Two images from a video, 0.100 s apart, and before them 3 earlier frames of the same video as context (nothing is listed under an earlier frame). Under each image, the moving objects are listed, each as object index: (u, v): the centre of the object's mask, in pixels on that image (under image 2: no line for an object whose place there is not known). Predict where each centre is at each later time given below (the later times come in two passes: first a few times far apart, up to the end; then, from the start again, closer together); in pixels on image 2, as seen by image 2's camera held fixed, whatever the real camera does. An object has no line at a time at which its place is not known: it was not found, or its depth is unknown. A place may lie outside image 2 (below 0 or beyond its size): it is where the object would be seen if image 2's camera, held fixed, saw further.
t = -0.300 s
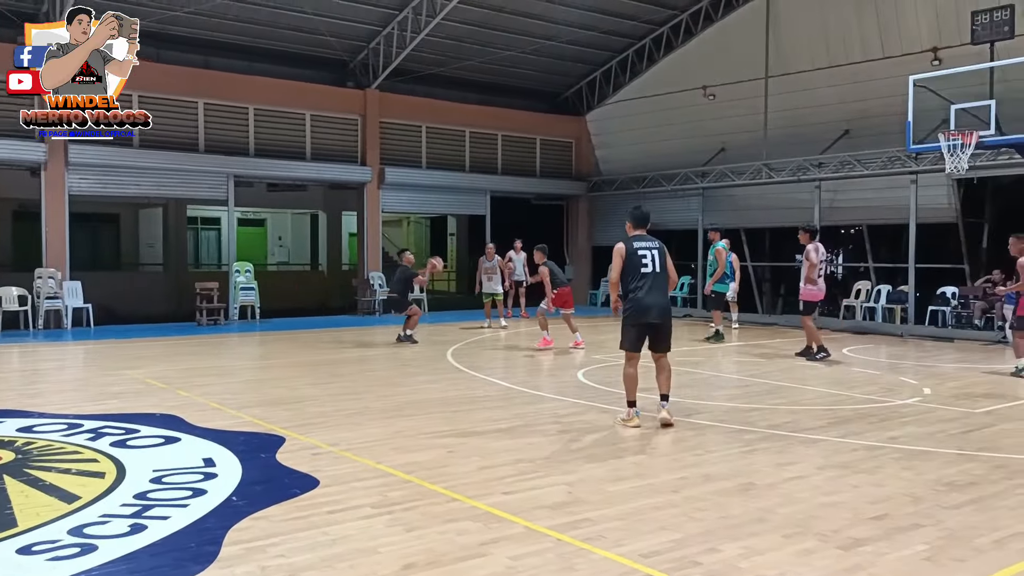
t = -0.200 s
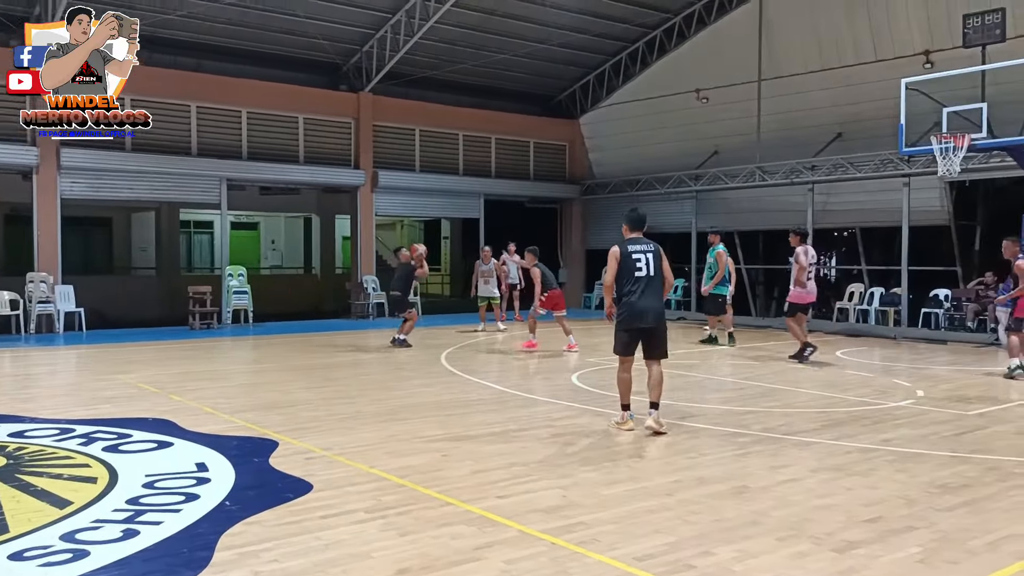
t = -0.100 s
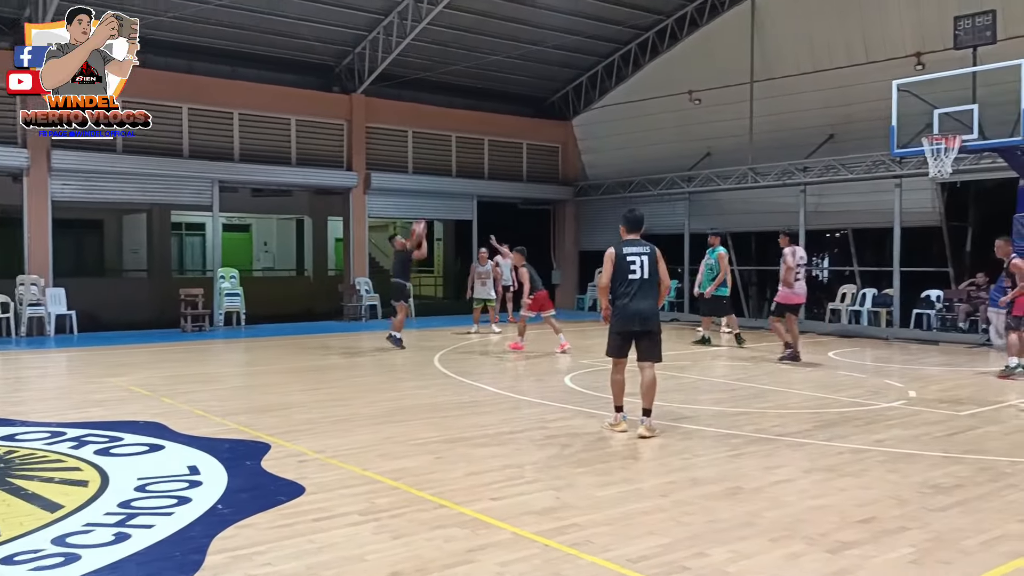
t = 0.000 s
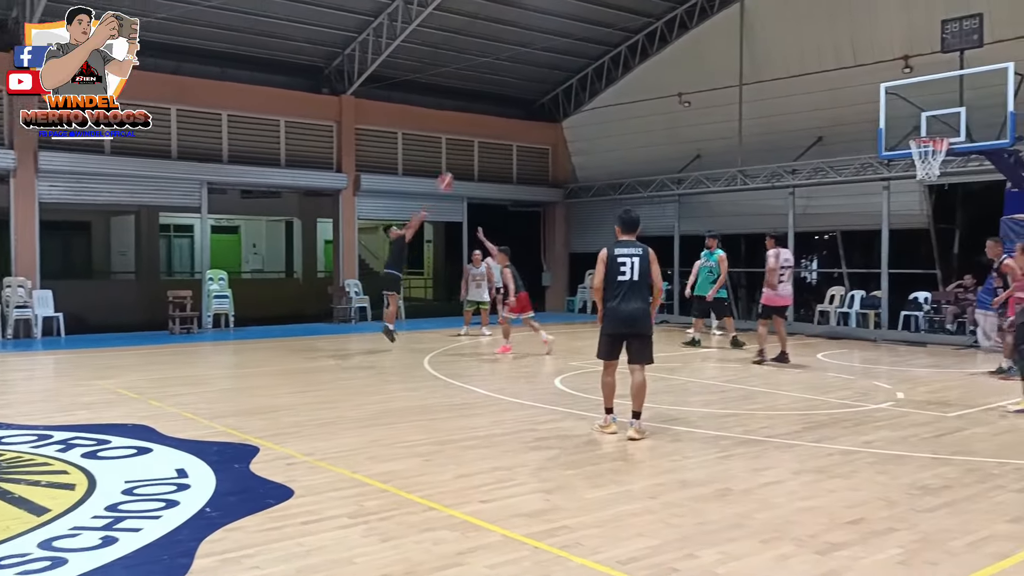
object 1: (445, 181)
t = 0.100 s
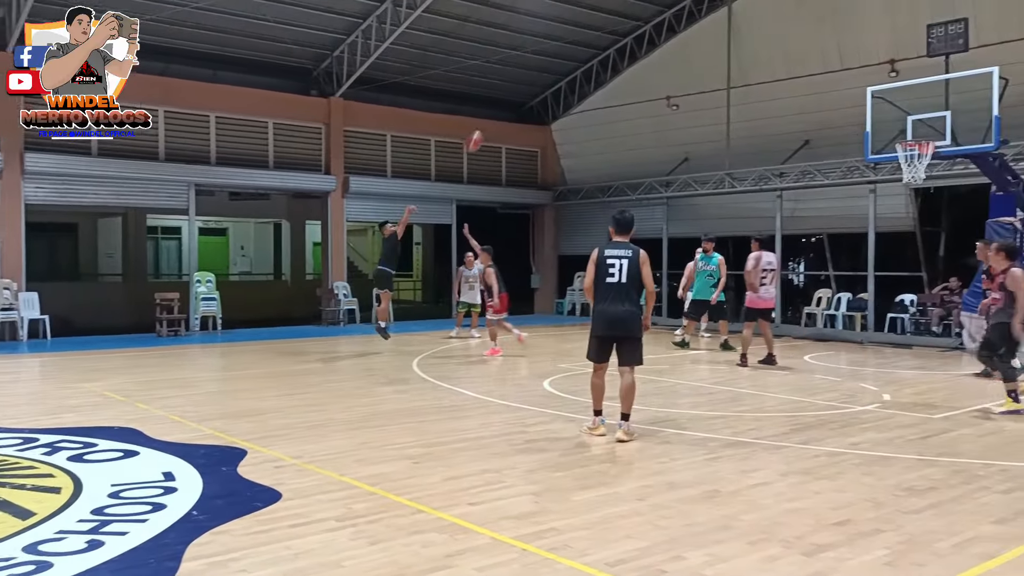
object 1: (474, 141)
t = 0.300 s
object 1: (554, 71)
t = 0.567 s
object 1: (662, 24)
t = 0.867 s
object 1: (782, 28)
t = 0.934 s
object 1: (809, 38)
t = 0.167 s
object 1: (501, 115)
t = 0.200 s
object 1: (514, 103)
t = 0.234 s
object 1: (527, 92)
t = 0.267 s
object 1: (541, 80)
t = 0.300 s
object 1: (554, 71)
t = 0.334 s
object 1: (568, 62)
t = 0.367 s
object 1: (581, 53)
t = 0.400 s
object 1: (595, 47)
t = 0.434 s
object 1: (608, 40)
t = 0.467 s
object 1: (622, 34)
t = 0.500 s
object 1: (636, 31)
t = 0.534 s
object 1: (649, 27)
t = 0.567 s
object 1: (662, 24)
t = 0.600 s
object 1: (675, 21)
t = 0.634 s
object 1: (688, 20)
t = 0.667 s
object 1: (702, 18)
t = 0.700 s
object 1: (715, 18)
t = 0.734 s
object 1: (728, 18)
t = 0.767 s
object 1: (742, 20)
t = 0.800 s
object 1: (755, 22)
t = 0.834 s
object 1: (769, 25)
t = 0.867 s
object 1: (782, 28)
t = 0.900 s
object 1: (796, 33)
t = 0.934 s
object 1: (809, 38)
